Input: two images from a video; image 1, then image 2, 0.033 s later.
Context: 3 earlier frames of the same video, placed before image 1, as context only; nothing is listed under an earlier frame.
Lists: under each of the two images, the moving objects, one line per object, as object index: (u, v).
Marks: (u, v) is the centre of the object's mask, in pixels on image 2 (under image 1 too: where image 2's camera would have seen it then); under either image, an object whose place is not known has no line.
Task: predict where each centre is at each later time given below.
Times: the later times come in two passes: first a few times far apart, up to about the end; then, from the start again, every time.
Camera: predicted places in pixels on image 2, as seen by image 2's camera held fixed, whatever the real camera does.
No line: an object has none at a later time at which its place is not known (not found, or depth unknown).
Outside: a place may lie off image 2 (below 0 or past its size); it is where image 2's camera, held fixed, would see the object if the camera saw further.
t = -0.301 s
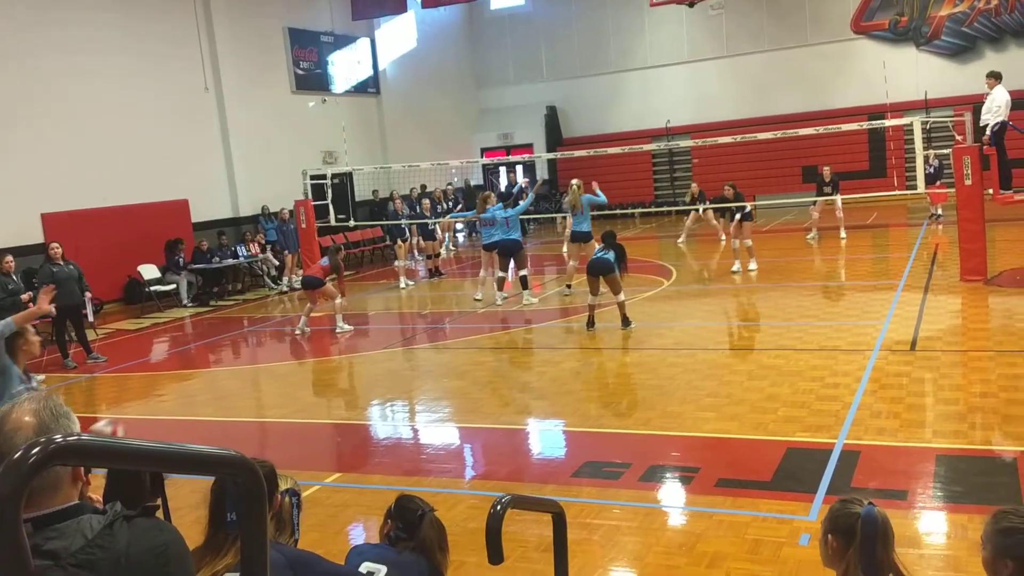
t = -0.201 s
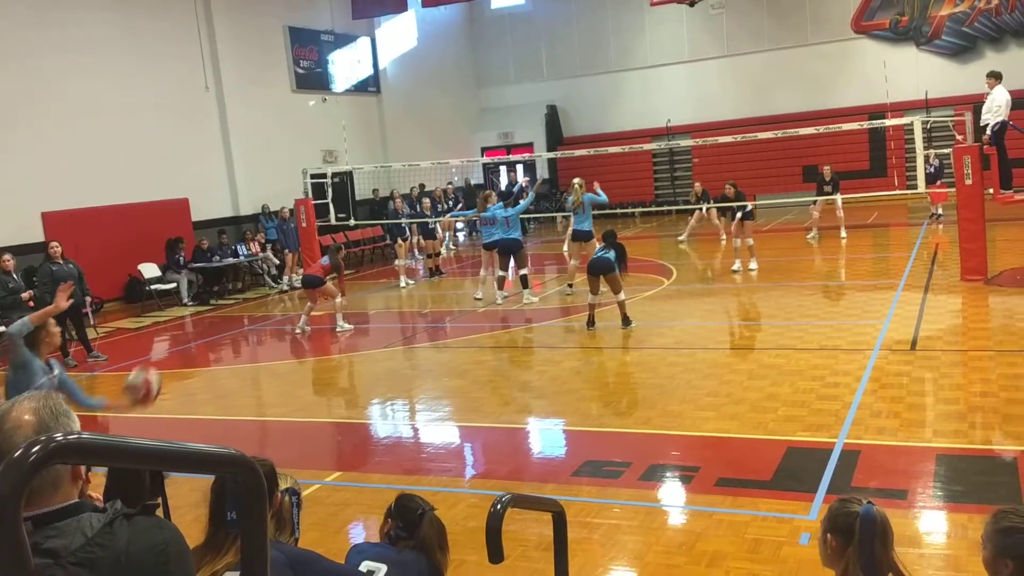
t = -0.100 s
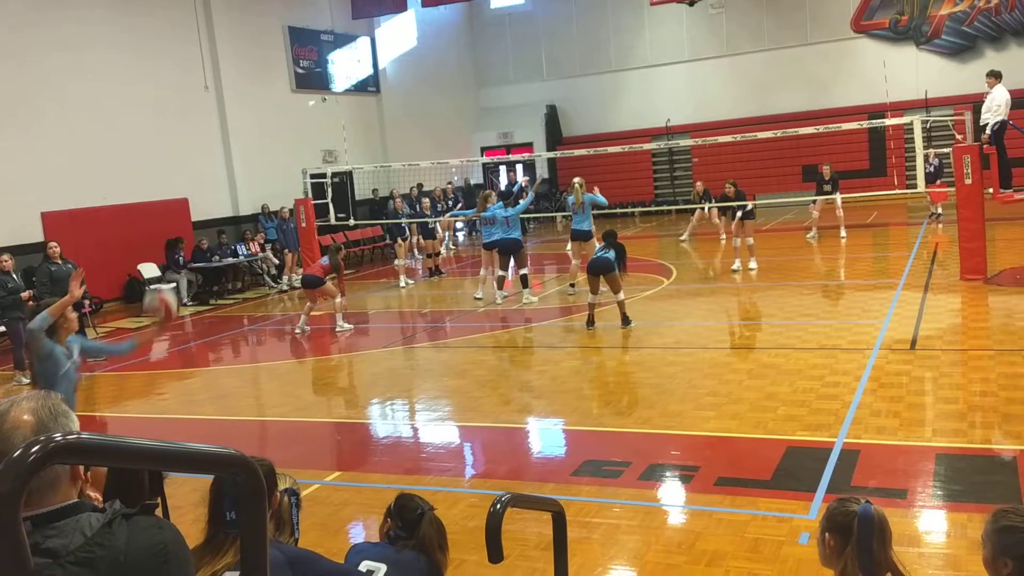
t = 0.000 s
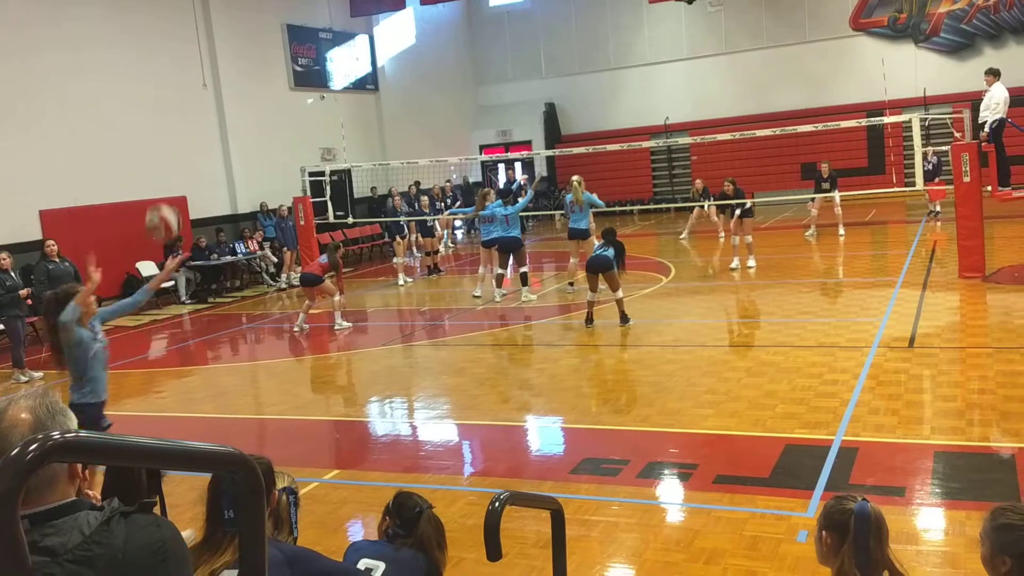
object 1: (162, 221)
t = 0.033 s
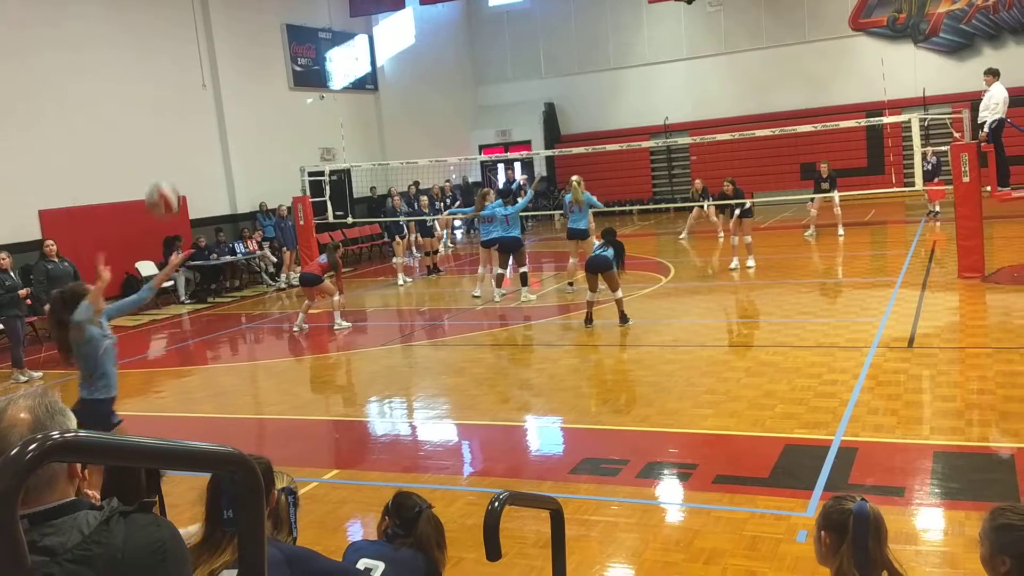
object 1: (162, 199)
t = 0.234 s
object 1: (173, 103)
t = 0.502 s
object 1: (200, 75)
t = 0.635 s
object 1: (216, 100)
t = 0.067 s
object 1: (164, 179)
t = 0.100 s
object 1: (166, 160)
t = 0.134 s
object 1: (167, 143)
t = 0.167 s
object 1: (169, 127)
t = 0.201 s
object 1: (171, 114)
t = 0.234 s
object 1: (173, 103)
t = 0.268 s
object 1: (176, 93)
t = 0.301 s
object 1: (178, 85)
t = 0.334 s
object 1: (182, 79)
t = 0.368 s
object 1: (185, 75)
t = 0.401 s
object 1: (188, 72)
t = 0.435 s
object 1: (192, 71)
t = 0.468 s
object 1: (196, 72)
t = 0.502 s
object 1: (200, 75)
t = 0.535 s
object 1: (203, 79)
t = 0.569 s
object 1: (207, 84)
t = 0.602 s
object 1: (211, 92)
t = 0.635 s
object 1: (216, 100)
